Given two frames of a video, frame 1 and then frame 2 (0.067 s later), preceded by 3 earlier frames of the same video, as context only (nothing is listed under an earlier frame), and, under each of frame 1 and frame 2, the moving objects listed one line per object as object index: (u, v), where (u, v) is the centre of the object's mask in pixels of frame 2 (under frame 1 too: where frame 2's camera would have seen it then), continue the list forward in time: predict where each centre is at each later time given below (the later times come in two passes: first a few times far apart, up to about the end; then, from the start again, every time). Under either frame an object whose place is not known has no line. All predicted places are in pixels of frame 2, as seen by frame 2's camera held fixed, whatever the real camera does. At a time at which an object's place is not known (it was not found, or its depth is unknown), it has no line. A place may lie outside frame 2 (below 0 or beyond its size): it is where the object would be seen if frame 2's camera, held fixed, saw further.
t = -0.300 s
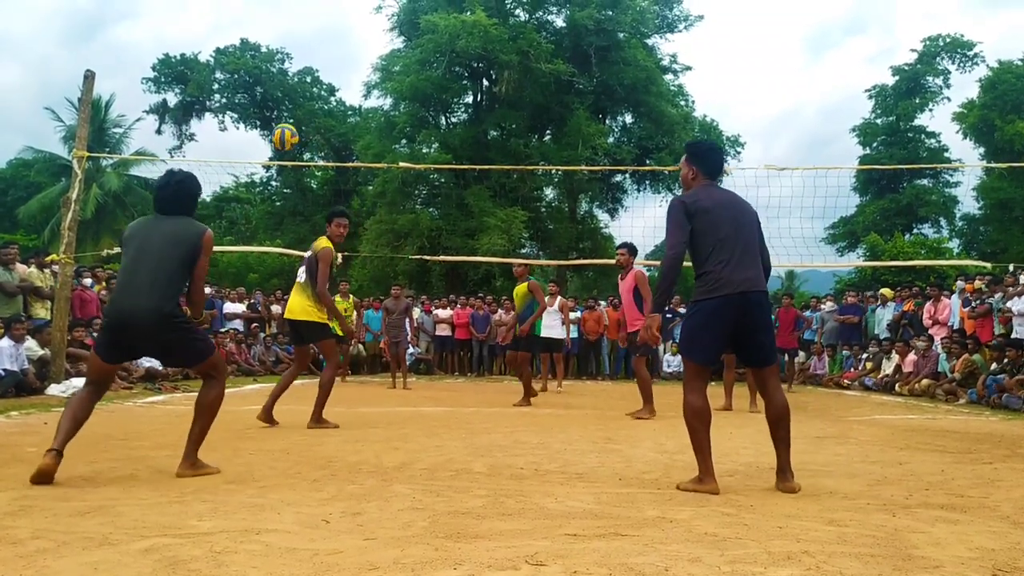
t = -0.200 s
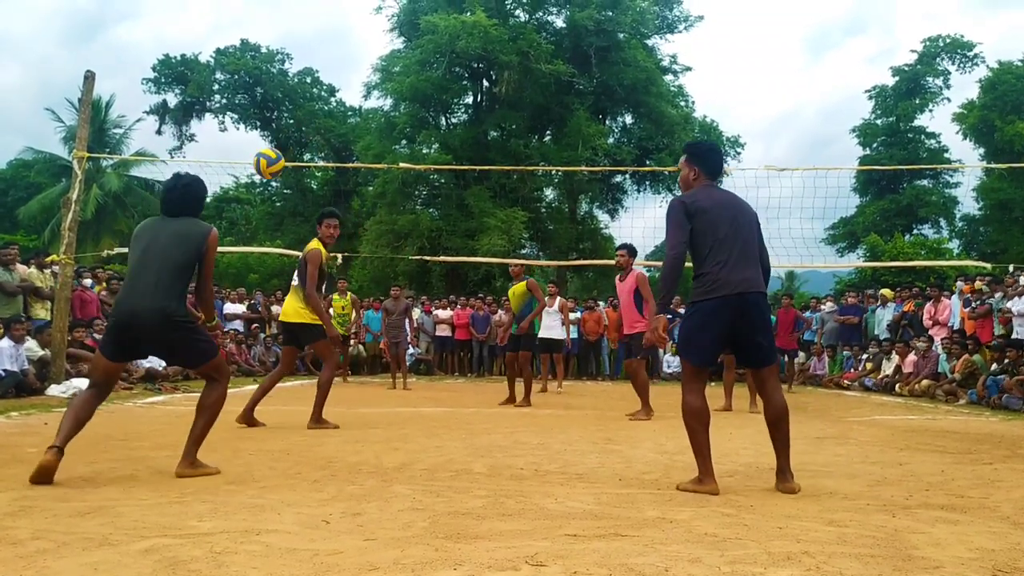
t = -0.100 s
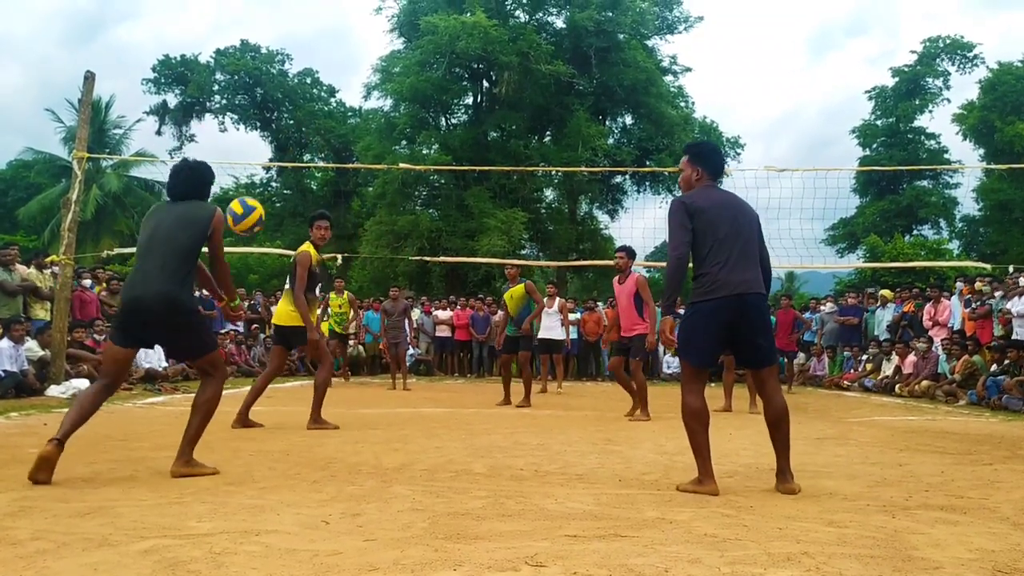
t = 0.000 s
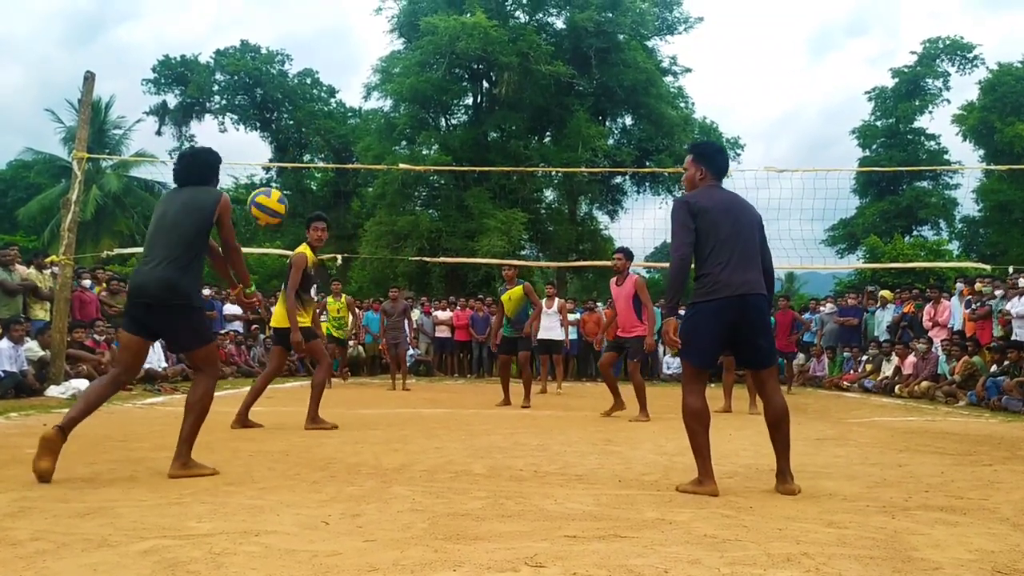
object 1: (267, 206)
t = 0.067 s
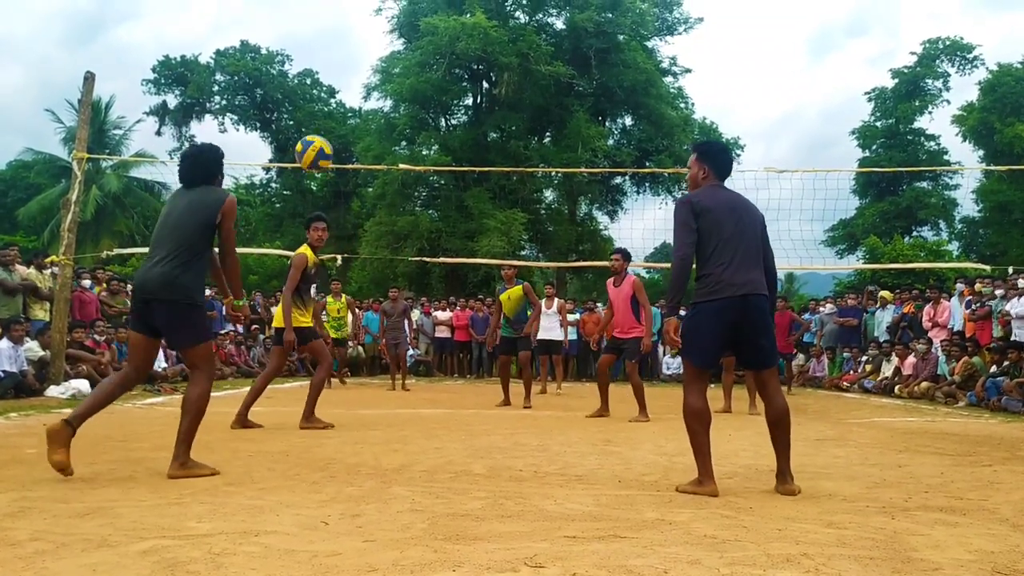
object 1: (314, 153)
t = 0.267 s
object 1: (426, 62)
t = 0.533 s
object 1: (536, 44)
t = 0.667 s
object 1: (580, 68)
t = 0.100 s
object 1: (335, 131)
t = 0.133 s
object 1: (356, 113)
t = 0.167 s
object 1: (375, 97)
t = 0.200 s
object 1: (392, 83)
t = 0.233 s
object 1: (409, 71)
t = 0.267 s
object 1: (426, 62)
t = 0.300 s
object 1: (442, 54)
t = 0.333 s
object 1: (457, 47)
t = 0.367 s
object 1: (472, 43)
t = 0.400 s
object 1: (486, 41)
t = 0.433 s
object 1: (498, 40)
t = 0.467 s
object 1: (511, 40)
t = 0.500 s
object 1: (524, 42)
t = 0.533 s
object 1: (536, 44)
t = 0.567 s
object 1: (548, 48)
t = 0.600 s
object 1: (560, 53)
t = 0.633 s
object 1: (570, 60)
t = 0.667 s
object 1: (580, 68)
